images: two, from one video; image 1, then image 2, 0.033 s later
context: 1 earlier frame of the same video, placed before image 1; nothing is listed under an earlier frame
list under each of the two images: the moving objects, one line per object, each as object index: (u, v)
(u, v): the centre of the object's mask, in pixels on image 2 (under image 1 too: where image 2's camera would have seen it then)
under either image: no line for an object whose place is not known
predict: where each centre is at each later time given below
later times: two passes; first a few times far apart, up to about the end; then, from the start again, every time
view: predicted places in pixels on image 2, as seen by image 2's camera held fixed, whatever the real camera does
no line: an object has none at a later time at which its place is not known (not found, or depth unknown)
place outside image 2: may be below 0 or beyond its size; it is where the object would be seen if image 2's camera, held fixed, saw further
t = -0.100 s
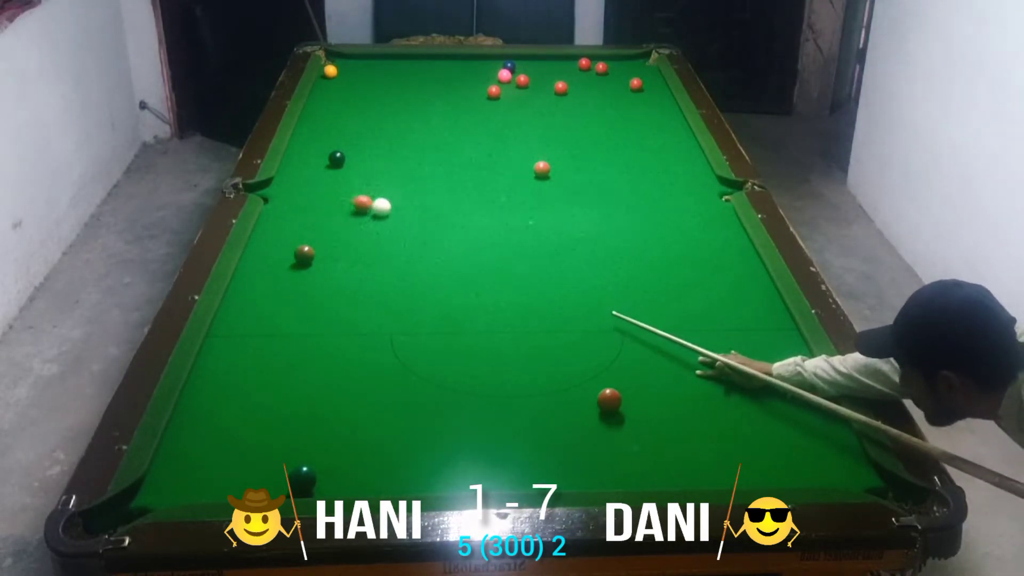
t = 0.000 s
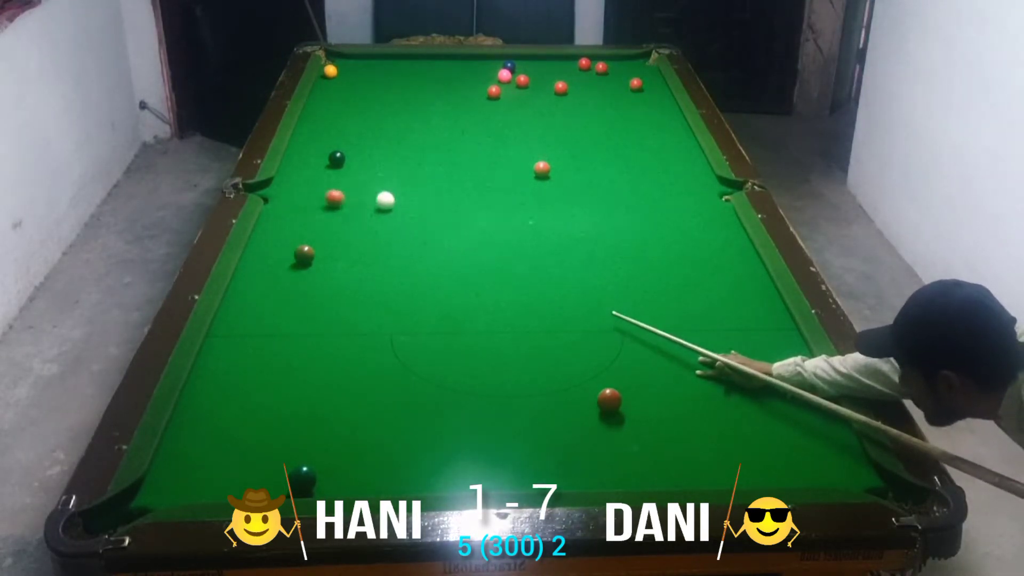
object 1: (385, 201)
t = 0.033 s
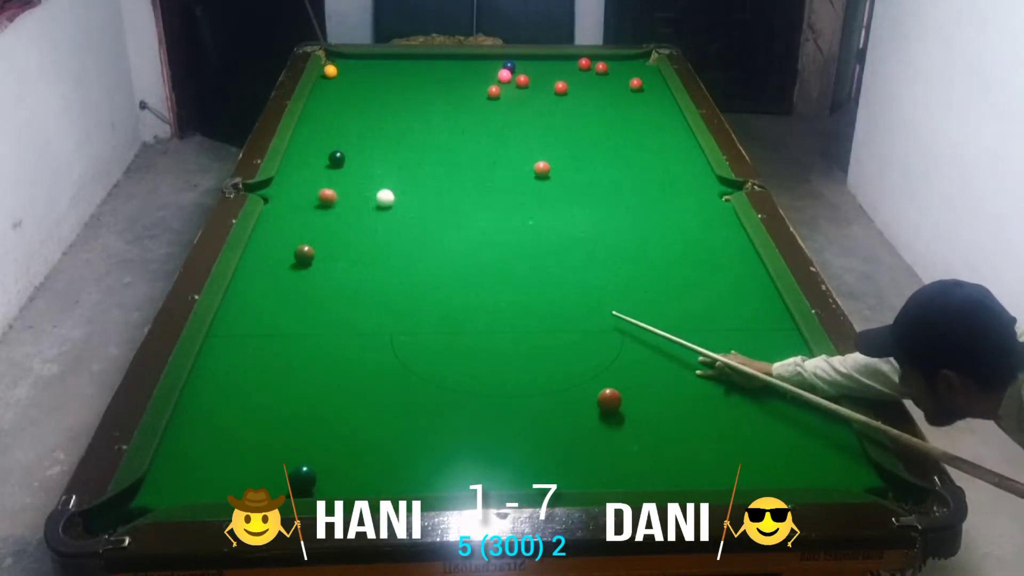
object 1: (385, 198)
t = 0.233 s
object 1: (384, 184)
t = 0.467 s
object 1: (382, 170)
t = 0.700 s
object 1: (380, 157)
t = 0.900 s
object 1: (379, 147)
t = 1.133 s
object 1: (377, 137)
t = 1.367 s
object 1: (375, 128)
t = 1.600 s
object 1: (373, 120)
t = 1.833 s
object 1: (371, 112)
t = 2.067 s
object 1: (369, 106)
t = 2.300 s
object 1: (367, 99)
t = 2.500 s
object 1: (365, 94)
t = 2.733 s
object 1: (363, 89)
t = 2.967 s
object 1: (361, 85)
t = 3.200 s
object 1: (359, 81)
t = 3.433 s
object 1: (357, 77)
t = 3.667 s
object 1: (355, 74)
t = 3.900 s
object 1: (353, 71)
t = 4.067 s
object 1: (351, 70)
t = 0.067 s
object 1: (385, 196)
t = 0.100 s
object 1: (385, 193)
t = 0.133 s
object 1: (384, 191)
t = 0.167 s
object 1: (384, 189)
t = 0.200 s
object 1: (384, 187)
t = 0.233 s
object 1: (384, 184)
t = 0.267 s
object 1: (383, 182)
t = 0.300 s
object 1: (383, 180)
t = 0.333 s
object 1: (383, 178)
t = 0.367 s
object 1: (382, 176)
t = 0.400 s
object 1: (382, 174)
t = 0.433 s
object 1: (382, 172)
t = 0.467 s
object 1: (382, 170)
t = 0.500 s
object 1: (381, 168)
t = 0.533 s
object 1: (381, 166)
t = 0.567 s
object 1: (381, 164)
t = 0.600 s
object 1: (380, 162)
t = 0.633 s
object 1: (380, 160)
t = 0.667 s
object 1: (380, 159)
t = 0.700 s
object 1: (380, 157)
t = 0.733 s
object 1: (380, 155)
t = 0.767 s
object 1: (380, 154)
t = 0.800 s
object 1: (379, 152)
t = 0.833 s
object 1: (379, 150)
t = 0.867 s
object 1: (379, 149)
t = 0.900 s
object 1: (379, 147)
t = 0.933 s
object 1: (378, 146)
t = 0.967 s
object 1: (378, 144)
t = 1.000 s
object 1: (378, 143)
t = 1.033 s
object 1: (378, 141)
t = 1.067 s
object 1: (377, 140)
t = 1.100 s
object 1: (377, 138)
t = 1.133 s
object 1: (377, 137)
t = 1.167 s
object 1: (376, 135)
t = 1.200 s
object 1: (376, 134)
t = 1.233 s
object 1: (376, 133)
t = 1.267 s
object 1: (376, 131)
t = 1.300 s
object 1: (375, 130)
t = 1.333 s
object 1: (375, 129)
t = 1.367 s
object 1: (375, 128)
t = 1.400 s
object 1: (375, 126)
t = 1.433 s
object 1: (374, 125)
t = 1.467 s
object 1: (374, 124)
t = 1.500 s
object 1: (374, 123)
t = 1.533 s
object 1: (373, 122)
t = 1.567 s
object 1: (373, 121)
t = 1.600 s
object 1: (373, 120)
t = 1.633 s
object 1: (373, 118)
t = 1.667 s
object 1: (372, 117)
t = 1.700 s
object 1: (372, 116)
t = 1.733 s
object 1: (372, 115)
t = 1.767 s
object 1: (371, 114)
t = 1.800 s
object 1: (371, 113)
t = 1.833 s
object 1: (371, 112)
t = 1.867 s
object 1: (370, 111)
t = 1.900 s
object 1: (370, 110)
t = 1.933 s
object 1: (370, 109)
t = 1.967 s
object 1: (370, 108)
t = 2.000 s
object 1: (369, 107)
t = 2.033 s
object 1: (369, 106)
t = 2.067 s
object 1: (369, 106)
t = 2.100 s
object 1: (368, 105)
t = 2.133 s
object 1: (368, 104)
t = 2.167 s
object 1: (368, 103)
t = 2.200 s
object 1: (368, 102)
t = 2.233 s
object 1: (367, 101)
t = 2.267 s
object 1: (367, 100)
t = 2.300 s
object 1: (367, 99)
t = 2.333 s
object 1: (366, 99)
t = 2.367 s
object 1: (366, 98)
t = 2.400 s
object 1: (366, 97)
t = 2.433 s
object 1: (365, 96)
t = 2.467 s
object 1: (365, 95)
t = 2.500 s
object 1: (365, 94)
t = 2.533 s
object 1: (365, 94)
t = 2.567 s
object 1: (364, 93)
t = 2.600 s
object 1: (364, 92)
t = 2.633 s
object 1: (364, 92)
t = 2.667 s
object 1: (363, 91)
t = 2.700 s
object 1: (363, 90)
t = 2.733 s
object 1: (363, 89)
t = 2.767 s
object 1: (363, 89)
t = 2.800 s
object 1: (362, 88)
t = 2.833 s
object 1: (362, 87)
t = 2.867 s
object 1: (362, 87)
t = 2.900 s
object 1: (362, 86)
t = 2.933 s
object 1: (361, 86)
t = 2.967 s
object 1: (361, 85)
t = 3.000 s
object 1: (361, 84)
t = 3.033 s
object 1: (360, 84)
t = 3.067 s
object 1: (360, 83)
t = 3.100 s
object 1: (360, 83)
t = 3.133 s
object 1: (360, 82)
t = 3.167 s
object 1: (359, 81)
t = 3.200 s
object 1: (359, 81)
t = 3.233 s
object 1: (359, 80)
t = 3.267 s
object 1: (358, 80)
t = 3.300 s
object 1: (358, 79)
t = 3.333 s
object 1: (358, 79)
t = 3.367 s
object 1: (358, 78)
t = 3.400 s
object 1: (357, 78)
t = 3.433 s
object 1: (357, 77)
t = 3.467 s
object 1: (357, 77)
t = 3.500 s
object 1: (357, 76)
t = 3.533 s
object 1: (356, 76)
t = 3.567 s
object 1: (356, 75)
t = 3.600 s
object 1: (356, 75)
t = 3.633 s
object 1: (355, 75)
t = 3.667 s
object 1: (355, 74)
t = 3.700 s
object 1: (355, 74)
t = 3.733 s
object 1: (354, 73)
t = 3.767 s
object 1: (354, 73)
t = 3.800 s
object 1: (354, 72)
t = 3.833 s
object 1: (354, 72)
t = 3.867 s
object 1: (353, 72)
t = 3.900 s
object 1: (353, 71)
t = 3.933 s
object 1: (353, 71)
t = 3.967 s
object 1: (352, 71)
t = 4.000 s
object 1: (352, 70)
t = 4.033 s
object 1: (352, 70)
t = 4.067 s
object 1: (351, 70)
